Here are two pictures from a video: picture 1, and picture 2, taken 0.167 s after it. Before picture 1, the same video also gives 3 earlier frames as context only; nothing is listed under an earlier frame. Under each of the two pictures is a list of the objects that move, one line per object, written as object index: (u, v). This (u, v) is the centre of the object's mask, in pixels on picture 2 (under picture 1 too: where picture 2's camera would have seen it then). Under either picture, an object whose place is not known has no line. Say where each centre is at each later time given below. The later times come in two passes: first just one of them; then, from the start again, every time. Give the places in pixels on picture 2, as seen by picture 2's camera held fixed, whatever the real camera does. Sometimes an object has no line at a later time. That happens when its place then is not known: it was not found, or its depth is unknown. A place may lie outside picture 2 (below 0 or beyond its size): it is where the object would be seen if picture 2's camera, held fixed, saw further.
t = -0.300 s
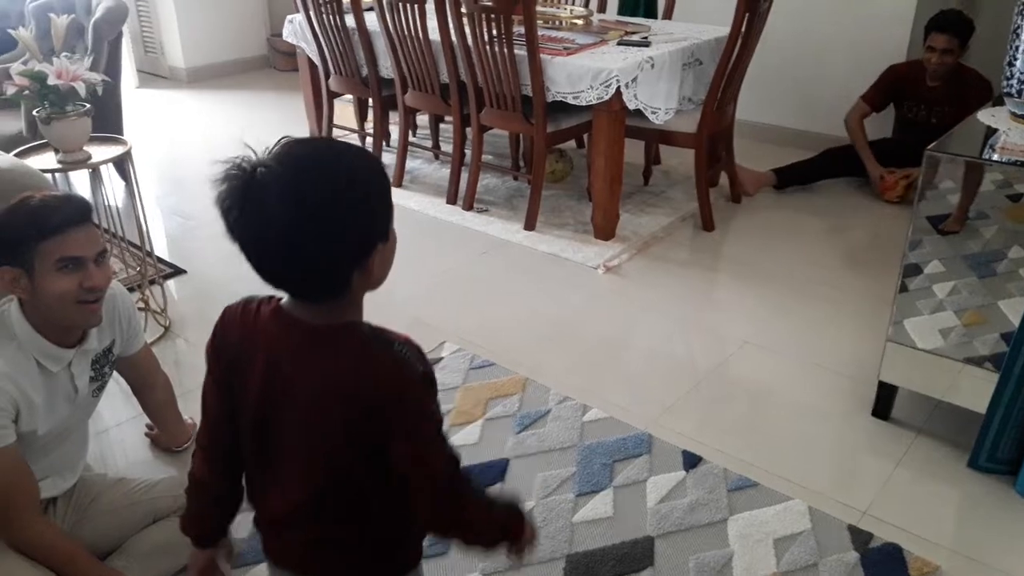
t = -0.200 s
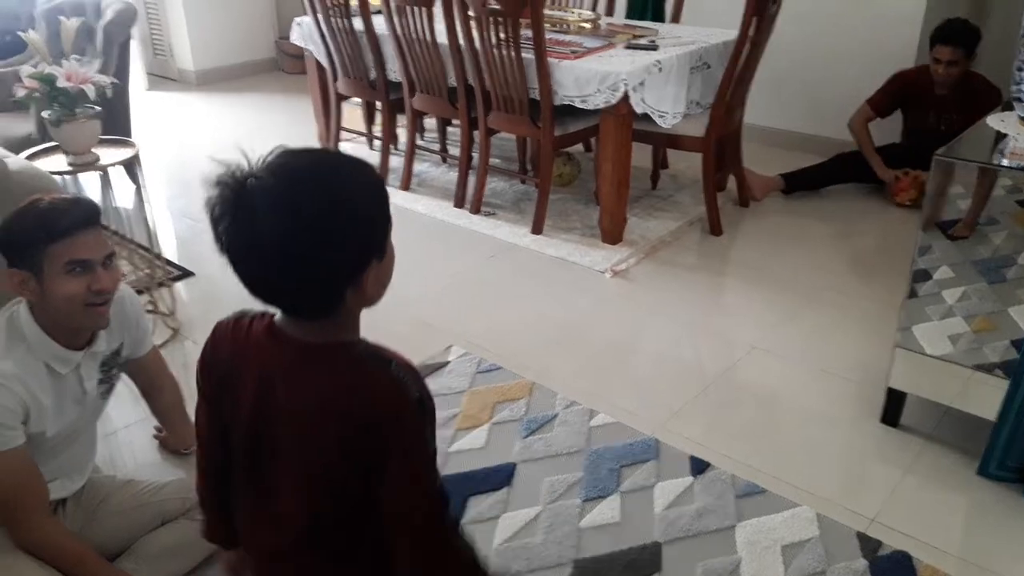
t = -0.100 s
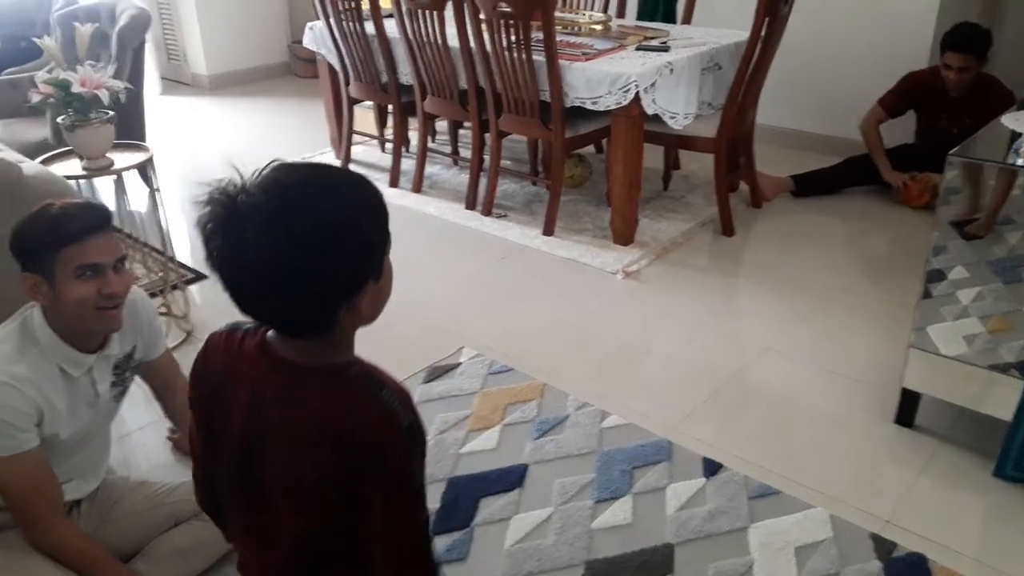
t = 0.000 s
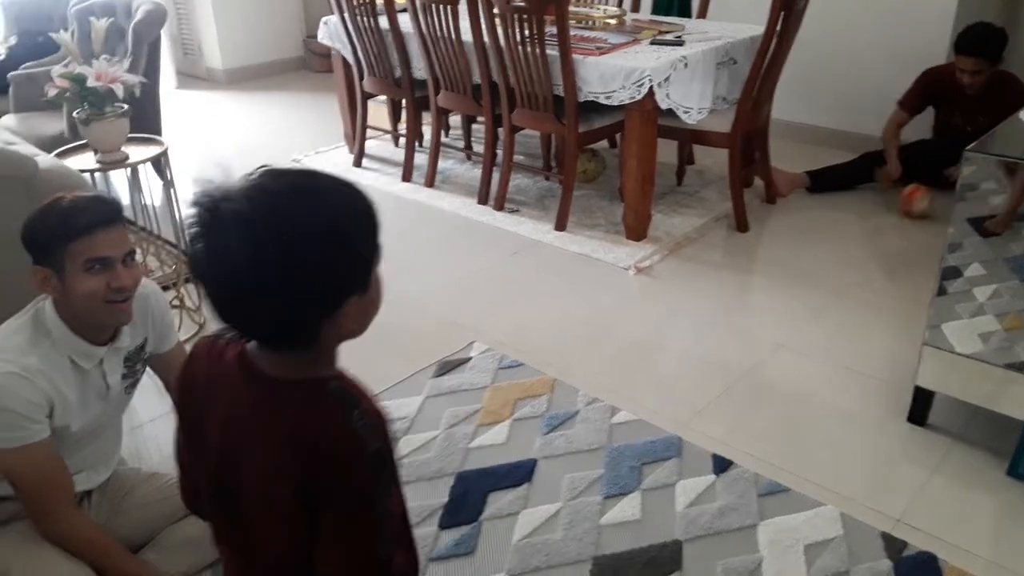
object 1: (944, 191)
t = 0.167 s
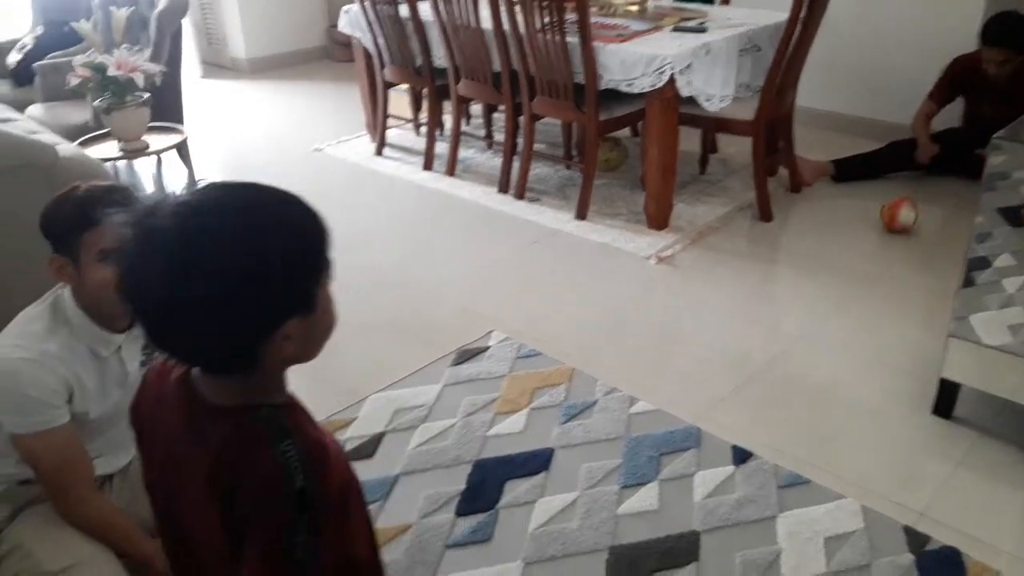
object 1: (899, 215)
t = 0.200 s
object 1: (889, 221)
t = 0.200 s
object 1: (889, 221)
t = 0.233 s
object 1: (878, 225)
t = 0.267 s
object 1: (868, 231)
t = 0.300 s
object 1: (857, 237)
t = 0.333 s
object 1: (845, 242)
